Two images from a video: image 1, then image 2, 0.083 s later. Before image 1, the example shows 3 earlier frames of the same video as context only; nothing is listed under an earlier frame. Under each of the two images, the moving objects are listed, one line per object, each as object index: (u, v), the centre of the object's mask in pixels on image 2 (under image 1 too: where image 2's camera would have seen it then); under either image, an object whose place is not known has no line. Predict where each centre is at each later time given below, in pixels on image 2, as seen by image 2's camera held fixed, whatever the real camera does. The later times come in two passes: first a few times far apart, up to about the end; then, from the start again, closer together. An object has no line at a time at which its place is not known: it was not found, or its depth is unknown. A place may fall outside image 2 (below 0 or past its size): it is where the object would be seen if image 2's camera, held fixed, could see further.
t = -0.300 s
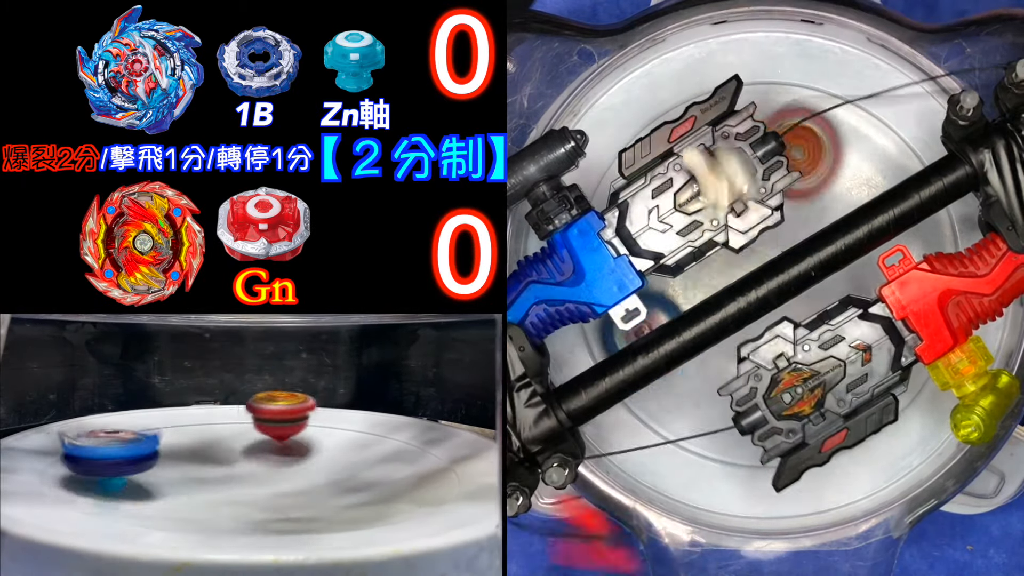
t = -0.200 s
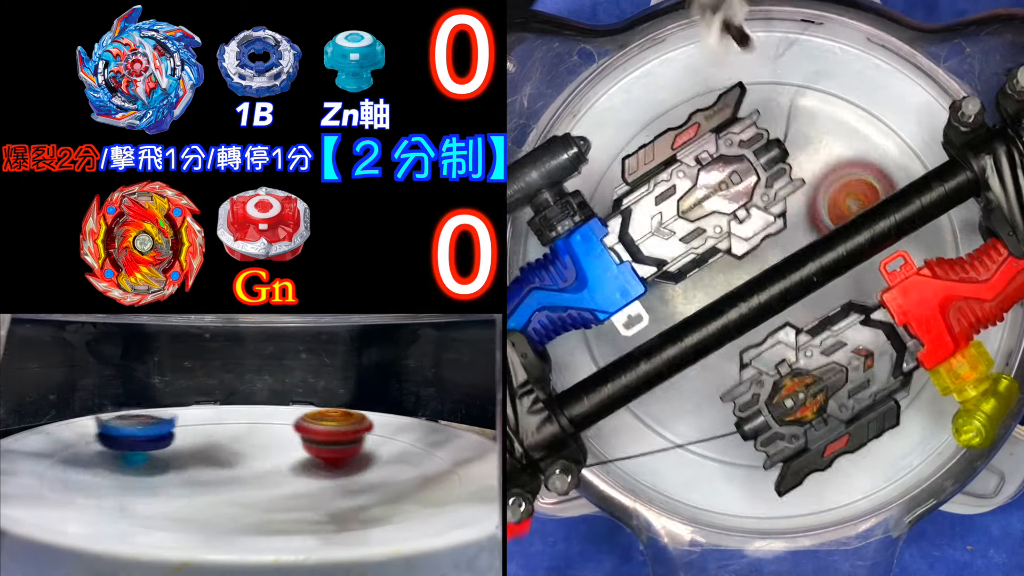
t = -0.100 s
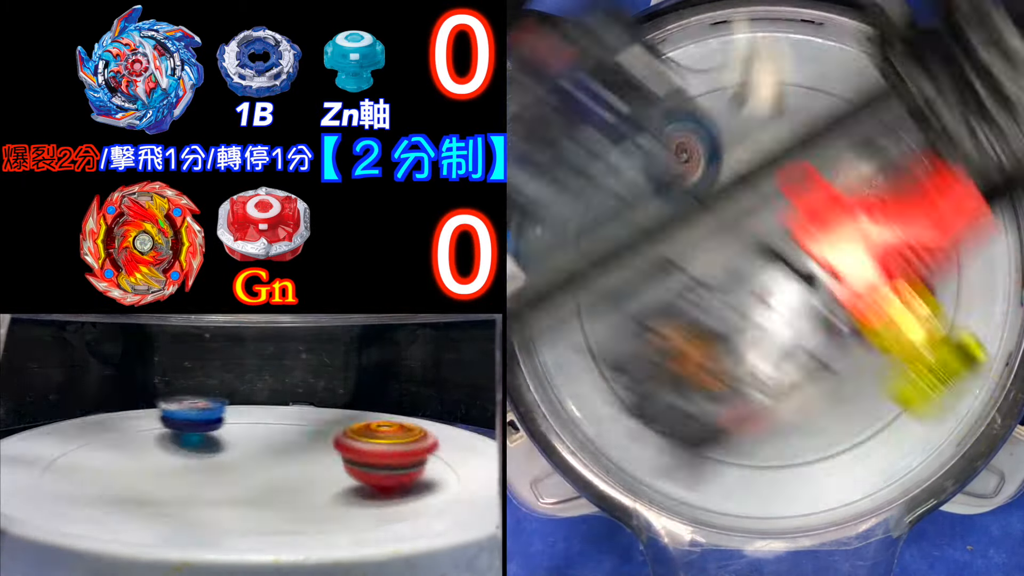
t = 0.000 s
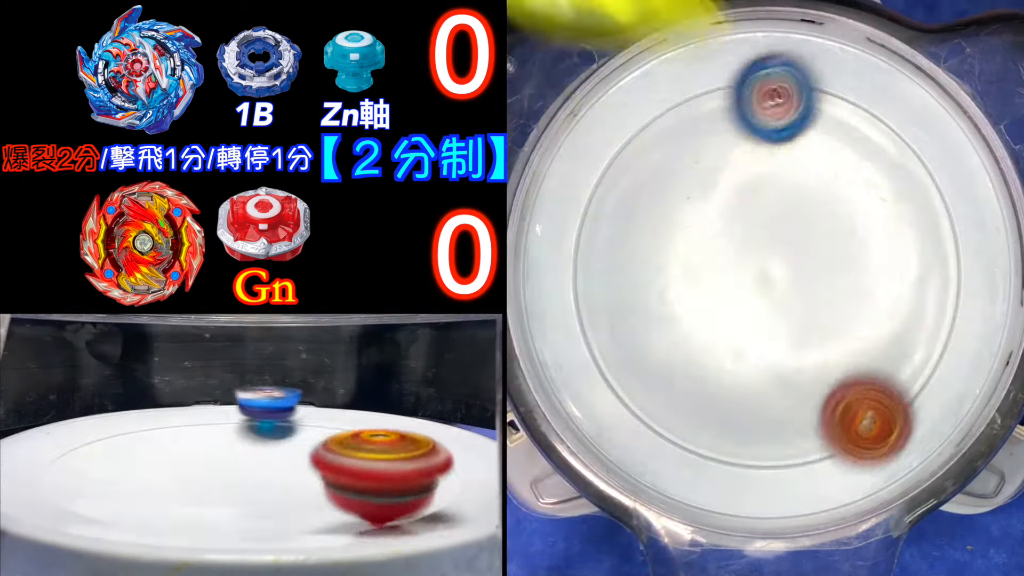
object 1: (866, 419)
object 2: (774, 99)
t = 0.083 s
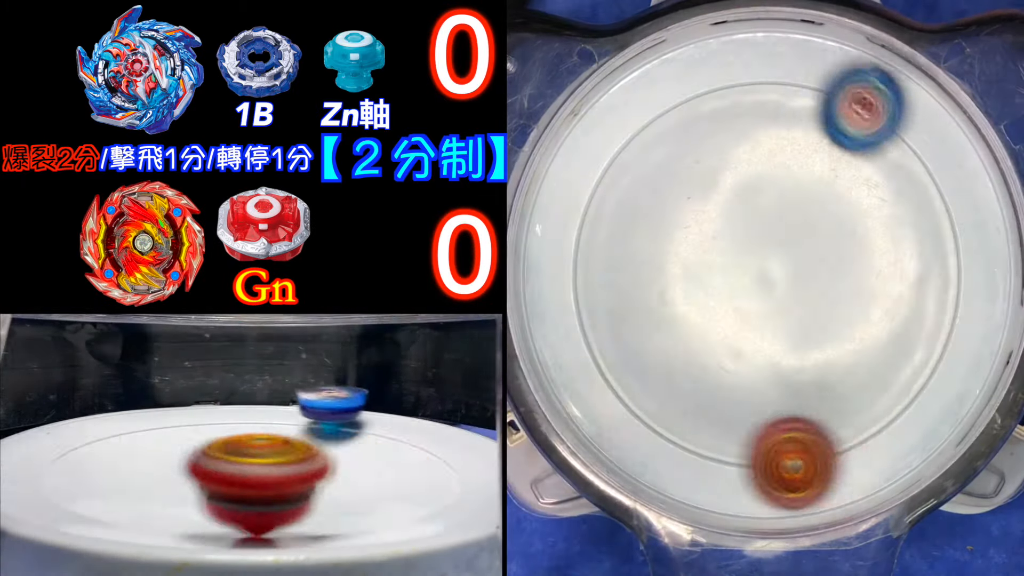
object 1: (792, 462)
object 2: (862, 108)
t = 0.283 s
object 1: (581, 299)
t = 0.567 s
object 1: (946, 329)
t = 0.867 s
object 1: (916, 163)
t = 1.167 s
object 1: (758, 89)
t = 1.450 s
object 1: (698, 305)
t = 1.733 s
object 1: (954, 176)
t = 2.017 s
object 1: (681, 332)
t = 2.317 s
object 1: (692, 159)
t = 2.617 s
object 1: (929, 287)
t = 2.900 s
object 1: (647, 415)
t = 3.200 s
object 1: (849, 114)
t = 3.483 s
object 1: (773, 469)
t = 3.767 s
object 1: (631, 97)
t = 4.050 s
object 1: (942, 354)
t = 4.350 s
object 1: (696, 428)
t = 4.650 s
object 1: (802, 98)
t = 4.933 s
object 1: (950, 151)
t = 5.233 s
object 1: (901, 371)
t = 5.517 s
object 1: (614, 222)
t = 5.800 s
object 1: (817, 100)
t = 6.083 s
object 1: (841, 356)
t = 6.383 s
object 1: (560, 260)
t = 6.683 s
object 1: (745, 95)
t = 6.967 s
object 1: (872, 378)
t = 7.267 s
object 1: (617, 358)
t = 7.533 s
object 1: (747, 160)
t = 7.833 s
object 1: (931, 363)
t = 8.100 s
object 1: (690, 400)
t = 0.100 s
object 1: (773, 462)
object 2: (877, 122)
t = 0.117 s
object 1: (751, 459)
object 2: (890, 138)
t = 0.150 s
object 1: (709, 451)
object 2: (915, 174)
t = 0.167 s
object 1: (687, 443)
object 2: (925, 193)
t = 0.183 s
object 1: (664, 434)
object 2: (935, 216)
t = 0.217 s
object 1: (626, 401)
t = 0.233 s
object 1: (611, 379)
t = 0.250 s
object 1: (595, 354)
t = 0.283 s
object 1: (581, 299)
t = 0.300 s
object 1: (578, 268)
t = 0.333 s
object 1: (593, 205)
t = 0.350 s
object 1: (608, 177)
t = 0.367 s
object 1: (629, 149)
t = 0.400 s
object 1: (687, 105)
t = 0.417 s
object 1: (722, 93)
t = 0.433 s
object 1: (760, 87)
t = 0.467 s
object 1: (843, 102)
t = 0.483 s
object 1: (878, 125)
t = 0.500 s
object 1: (909, 153)
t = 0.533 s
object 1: (950, 233)
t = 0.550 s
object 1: (955, 280)
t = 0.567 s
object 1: (946, 329)
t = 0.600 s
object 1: (885, 418)
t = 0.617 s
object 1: (839, 446)
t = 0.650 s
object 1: (721, 453)
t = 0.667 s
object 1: (669, 430)
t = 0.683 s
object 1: (627, 393)
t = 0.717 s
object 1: (584, 291)
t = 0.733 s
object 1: (588, 236)
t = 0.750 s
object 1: (607, 187)
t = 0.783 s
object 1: (680, 112)
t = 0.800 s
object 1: (729, 93)
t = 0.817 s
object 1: (778, 90)
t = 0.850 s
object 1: (879, 125)
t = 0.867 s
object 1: (916, 163)
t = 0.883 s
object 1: (939, 207)
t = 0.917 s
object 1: (951, 312)
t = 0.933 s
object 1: (932, 364)
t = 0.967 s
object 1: (851, 440)
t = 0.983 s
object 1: (795, 458)
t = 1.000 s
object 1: (734, 450)
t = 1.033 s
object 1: (635, 402)
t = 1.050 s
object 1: (600, 356)
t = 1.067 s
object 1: (586, 304)
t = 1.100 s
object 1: (599, 201)
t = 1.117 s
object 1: (627, 158)
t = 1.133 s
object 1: (663, 122)
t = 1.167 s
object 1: (758, 89)
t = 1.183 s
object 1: (806, 92)
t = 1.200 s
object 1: (855, 110)
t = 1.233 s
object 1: (929, 180)
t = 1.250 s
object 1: (949, 227)
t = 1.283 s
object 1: (936, 297)
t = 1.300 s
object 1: (913, 304)
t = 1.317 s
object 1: (888, 312)
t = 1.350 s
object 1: (837, 325)
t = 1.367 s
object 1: (812, 332)
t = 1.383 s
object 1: (788, 336)
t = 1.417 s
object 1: (736, 338)
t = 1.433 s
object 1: (711, 338)
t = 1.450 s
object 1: (698, 305)
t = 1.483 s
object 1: (680, 215)
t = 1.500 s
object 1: (675, 174)
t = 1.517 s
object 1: (672, 131)
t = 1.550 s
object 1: (684, 69)
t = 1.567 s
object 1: (707, 71)
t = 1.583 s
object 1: (734, 79)
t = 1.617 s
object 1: (787, 96)
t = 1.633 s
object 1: (812, 106)
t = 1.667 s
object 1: (861, 129)
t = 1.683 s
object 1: (887, 139)
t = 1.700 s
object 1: (910, 151)
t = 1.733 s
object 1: (954, 176)
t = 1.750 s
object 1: (973, 191)
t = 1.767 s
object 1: (986, 209)
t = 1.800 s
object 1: (991, 238)
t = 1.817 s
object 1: (982, 248)
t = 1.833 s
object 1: (966, 259)
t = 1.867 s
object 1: (925, 282)
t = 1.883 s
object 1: (902, 293)
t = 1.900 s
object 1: (876, 303)
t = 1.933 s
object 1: (819, 319)
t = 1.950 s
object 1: (792, 324)
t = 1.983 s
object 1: (735, 331)
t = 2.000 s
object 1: (708, 332)
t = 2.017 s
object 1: (681, 332)
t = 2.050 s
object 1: (629, 329)
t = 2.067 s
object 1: (604, 325)
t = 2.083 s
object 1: (579, 319)
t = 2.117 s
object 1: (549, 304)
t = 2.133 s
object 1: (550, 293)
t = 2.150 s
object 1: (554, 281)
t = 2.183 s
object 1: (573, 256)
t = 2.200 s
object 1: (585, 245)
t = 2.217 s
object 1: (599, 232)
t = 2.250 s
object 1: (628, 208)
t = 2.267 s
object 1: (642, 196)
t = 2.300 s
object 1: (675, 171)
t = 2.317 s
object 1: (692, 159)
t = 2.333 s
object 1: (708, 147)
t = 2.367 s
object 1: (742, 123)
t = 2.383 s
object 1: (759, 110)
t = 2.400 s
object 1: (778, 98)
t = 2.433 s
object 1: (815, 101)
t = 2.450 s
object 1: (833, 113)
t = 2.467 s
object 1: (851, 128)
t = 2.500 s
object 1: (882, 157)
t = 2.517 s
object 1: (897, 174)
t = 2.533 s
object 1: (908, 189)
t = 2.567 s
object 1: (924, 226)
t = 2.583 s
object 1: (928, 247)
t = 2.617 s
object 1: (929, 287)
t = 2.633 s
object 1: (925, 308)
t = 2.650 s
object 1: (920, 328)
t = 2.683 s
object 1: (901, 365)
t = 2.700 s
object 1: (888, 382)
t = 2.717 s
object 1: (873, 398)
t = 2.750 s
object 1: (838, 425)
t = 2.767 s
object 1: (818, 436)
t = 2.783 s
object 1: (797, 446)
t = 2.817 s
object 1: (752, 458)
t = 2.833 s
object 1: (730, 462)
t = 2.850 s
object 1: (706, 463)
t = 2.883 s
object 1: (665, 436)
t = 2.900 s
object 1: (647, 415)
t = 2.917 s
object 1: (629, 394)
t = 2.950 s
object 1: (593, 349)
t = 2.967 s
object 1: (582, 324)
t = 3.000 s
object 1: (579, 264)
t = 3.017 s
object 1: (587, 236)
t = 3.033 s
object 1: (598, 207)
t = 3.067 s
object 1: (627, 158)
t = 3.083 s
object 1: (652, 139)
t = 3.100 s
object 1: (677, 120)
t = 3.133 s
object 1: (732, 102)
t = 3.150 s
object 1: (762, 103)
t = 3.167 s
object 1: (793, 105)
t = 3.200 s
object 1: (849, 114)
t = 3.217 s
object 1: (874, 124)
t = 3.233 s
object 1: (892, 142)
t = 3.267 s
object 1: (923, 190)
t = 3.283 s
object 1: (935, 214)
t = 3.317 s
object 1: (952, 269)
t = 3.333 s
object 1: (956, 294)
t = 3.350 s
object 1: (957, 320)
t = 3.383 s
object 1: (929, 369)
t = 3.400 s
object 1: (908, 393)
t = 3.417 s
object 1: (886, 415)
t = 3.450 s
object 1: (833, 454)
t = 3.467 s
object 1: (805, 469)
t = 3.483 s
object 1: (773, 469)
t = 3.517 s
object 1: (709, 459)
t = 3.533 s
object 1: (678, 445)
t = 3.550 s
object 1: (650, 426)
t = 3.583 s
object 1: (592, 385)
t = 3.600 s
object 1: (570, 365)
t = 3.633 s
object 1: (559, 302)
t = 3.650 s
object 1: (557, 270)
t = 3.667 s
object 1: (558, 238)
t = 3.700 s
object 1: (566, 176)
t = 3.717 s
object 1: (580, 149)
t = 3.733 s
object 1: (581, 114)
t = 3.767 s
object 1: (631, 97)
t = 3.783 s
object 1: (656, 96)
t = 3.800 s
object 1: (686, 102)
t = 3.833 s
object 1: (746, 115)
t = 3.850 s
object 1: (773, 124)
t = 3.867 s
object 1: (800, 135)
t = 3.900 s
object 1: (852, 161)
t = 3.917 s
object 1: (878, 178)
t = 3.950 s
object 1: (922, 217)
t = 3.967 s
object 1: (940, 239)
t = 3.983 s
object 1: (956, 261)
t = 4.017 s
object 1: (959, 307)
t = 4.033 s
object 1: (951, 331)
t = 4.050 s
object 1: (942, 354)
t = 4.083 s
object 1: (913, 399)
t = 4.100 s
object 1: (895, 418)
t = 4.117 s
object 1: (875, 437)
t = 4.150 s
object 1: (835, 472)
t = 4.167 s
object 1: (814, 487)
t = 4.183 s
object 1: (793, 496)
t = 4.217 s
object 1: (750, 502)
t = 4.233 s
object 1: (729, 500)
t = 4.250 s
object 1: (708, 498)
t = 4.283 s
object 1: (687, 489)
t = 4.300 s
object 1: (689, 480)
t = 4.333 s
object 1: (693, 448)
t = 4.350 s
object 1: (696, 428)
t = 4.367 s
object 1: (699, 409)
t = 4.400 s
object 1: (705, 363)
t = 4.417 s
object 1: (711, 340)
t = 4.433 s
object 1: (718, 315)
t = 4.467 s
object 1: (726, 271)
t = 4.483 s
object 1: (729, 253)
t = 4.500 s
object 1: (733, 231)
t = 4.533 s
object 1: (743, 195)
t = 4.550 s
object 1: (750, 176)
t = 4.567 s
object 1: (758, 159)
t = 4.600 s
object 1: (775, 130)
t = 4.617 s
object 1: (784, 117)
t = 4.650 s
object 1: (802, 98)
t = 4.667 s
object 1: (812, 89)
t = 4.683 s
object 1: (823, 82)
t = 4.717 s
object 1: (842, 80)
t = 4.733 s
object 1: (850, 81)
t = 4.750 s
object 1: (858, 83)
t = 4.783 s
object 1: (876, 89)
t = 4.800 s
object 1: (885, 93)
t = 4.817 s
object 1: (894, 99)
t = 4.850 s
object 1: (911, 110)
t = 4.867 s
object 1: (918, 117)
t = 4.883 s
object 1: (927, 124)
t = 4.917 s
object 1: (943, 141)
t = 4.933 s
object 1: (950, 151)
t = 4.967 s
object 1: (964, 170)
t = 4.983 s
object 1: (971, 181)
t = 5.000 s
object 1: (977, 191)
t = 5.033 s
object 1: (988, 213)
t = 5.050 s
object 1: (988, 225)
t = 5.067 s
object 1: (987, 240)
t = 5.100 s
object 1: (980, 271)
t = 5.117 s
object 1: (976, 286)
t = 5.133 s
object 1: (970, 300)
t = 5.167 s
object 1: (953, 328)
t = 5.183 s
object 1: (942, 340)
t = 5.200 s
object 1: (930, 352)
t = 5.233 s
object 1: (901, 371)
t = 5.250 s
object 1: (884, 378)
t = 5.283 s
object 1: (844, 387)
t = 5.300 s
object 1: (822, 388)
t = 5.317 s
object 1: (801, 386)
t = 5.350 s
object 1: (762, 375)
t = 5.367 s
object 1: (742, 367)
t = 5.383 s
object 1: (722, 357)
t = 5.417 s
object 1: (685, 330)
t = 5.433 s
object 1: (669, 315)
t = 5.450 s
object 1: (654, 297)
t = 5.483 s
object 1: (632, 261)
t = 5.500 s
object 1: (622, 242)
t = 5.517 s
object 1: (614, 222)
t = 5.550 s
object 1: (606, 182)
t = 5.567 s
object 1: (607, 163)
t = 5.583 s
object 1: (619, 153)
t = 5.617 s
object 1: (645, 133)
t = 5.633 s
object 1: (659, 124)
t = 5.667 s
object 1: (687, 105)
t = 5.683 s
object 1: (703, 99)
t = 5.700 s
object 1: (719, 96)
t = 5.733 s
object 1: (752, 91)
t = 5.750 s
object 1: (768, 89)
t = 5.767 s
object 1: (785, 90)
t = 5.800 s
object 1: (817, 100)
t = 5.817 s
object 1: (834, 107)
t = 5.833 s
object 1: (847, 114)
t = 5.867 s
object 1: (874, 137)
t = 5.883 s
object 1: (885, 151)
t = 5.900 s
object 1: (893, 164)
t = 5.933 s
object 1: (903, 201)
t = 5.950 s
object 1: (905, 218)
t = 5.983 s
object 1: (901, 258)
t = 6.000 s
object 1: (898, 275)
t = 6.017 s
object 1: (890, 294)
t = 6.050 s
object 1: (869, 326)
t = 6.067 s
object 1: (856, 341)
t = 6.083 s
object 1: (841, 356)
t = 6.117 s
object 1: (805, 379)
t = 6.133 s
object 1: (787, 388)
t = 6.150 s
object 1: (767, 394)
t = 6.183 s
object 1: (724, 401)
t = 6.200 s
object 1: (702, 400)
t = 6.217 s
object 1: (681, 398)
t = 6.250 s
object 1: (640, 387)
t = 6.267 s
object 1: (618, 379)
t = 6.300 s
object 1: (591, 349)
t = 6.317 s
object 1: (583, 332)
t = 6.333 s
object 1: (576, 313)
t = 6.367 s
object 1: (565, 278)
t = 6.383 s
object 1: (560, 260)
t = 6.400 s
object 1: (556, 245)
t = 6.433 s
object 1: (555, 212)
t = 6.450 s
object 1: (555, 195)
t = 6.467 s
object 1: (551, 178)
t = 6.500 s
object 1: (582, 155)
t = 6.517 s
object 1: (594, 142)
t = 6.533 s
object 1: (607, 130)
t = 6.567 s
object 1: (634, 108)
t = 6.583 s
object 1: (648, 101)
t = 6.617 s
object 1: (679, 90)
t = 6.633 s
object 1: (695, 89)
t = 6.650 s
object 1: (711, 90)
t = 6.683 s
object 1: (745, 95)
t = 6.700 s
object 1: (761, 100)
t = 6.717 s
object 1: (777, 108)
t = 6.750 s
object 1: (808, 128)
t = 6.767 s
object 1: (823, 141)
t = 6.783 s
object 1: (837, 157)
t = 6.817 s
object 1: (861, 192)
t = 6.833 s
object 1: (871, 212)
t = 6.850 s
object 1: (878, 231)
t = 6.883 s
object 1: (886, 275)
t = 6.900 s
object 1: (887, 297)
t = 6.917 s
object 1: (886, 318)
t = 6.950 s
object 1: (879, 358)
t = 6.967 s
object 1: (872, 378)
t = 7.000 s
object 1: (852, 414)
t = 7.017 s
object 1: (841, 430)
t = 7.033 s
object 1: (827, 445)
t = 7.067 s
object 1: (794, 464)
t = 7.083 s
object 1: (777, 461)
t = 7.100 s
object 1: (759, 457)
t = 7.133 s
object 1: (723, 449)
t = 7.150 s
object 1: (706, 444)
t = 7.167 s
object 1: (688, 439)
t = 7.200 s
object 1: (658, 422)
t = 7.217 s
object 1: (647, 405)
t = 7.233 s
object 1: (637, 392)
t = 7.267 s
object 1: (617, 358)
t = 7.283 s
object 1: (611, 342)
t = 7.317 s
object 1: (603, 307)
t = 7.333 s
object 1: (603, 289)
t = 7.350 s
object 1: (605, 272)
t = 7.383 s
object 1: (617, 240)
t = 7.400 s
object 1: (626, 225)
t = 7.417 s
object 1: (637, 211)
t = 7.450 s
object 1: (665, 189)
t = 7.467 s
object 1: (680, 180)
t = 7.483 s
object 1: (696, 172)
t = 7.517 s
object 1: (729, 162)
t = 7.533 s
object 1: (747, 160)
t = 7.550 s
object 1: (764, 159)
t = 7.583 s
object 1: (797, 163)
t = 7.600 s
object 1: (812, 168)
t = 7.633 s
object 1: (846, 182)
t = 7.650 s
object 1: (862, 191)
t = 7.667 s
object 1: (879, 203)
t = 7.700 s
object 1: (909, 231)
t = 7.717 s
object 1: (920, 247)
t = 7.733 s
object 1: (932, 266)
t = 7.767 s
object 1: (945, 300)
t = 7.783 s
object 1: (949, 318)
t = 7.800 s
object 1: (948, 333)
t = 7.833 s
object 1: (931, 363)
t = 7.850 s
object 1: (921, 376)
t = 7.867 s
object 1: (911, 390)
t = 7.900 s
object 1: (888, 415)
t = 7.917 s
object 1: (873, 425)
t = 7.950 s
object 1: (841, 441)
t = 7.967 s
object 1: (824, 446)
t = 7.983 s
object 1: (806, 448)
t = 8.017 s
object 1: (769, 445)
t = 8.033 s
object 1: (751, 440)
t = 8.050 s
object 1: (735, 434)
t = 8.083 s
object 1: (705, 412)
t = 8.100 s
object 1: (690, 400)
